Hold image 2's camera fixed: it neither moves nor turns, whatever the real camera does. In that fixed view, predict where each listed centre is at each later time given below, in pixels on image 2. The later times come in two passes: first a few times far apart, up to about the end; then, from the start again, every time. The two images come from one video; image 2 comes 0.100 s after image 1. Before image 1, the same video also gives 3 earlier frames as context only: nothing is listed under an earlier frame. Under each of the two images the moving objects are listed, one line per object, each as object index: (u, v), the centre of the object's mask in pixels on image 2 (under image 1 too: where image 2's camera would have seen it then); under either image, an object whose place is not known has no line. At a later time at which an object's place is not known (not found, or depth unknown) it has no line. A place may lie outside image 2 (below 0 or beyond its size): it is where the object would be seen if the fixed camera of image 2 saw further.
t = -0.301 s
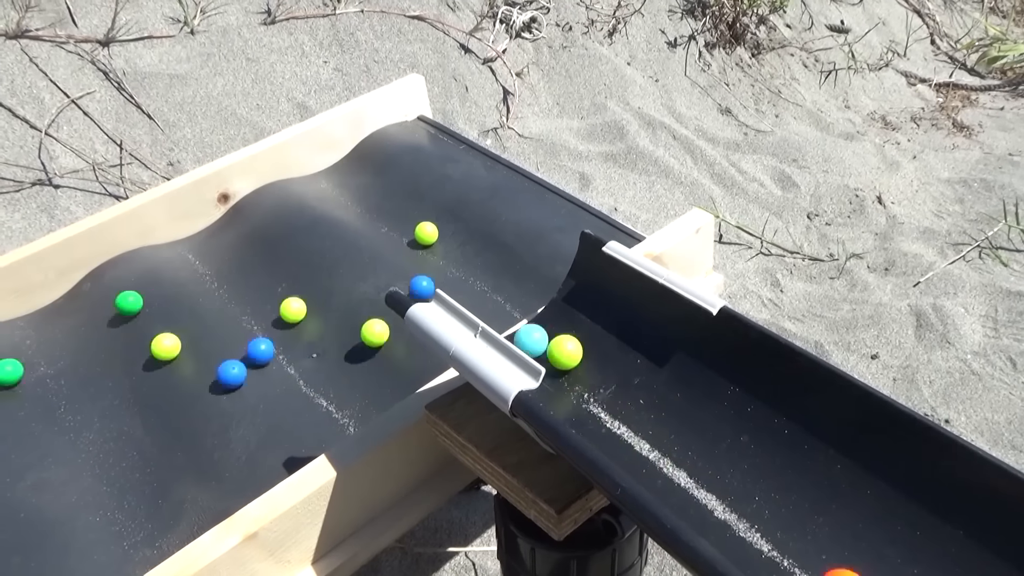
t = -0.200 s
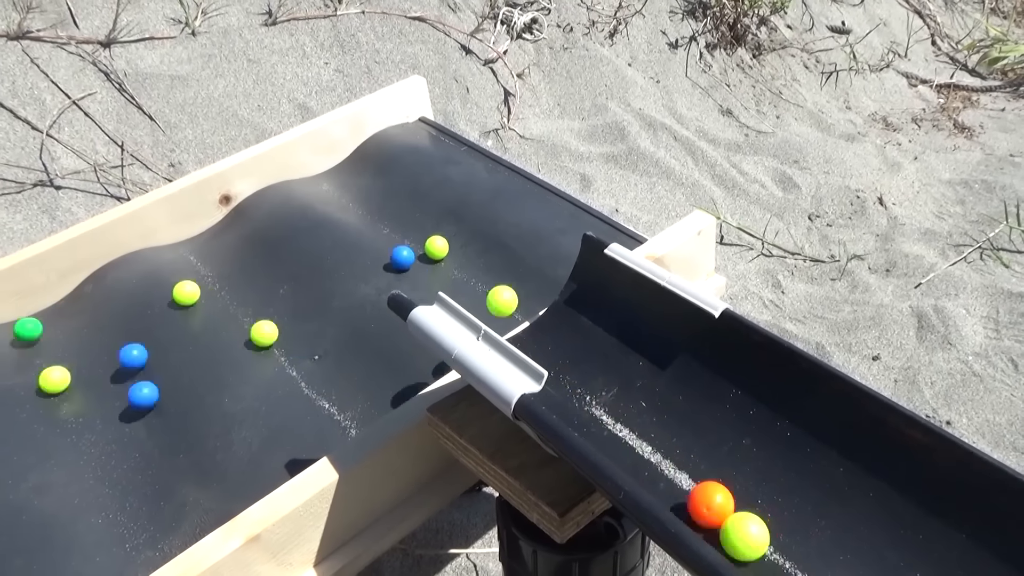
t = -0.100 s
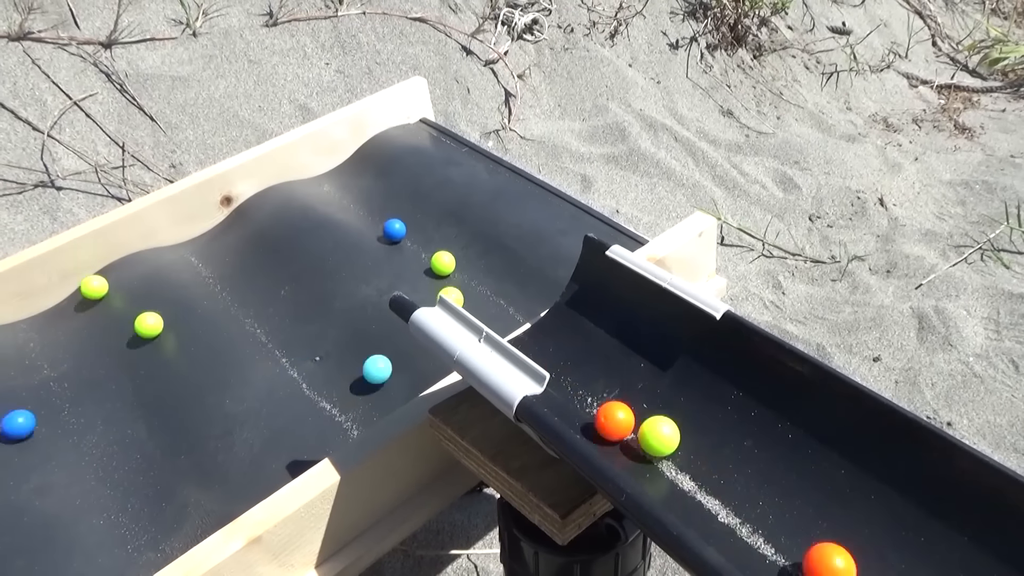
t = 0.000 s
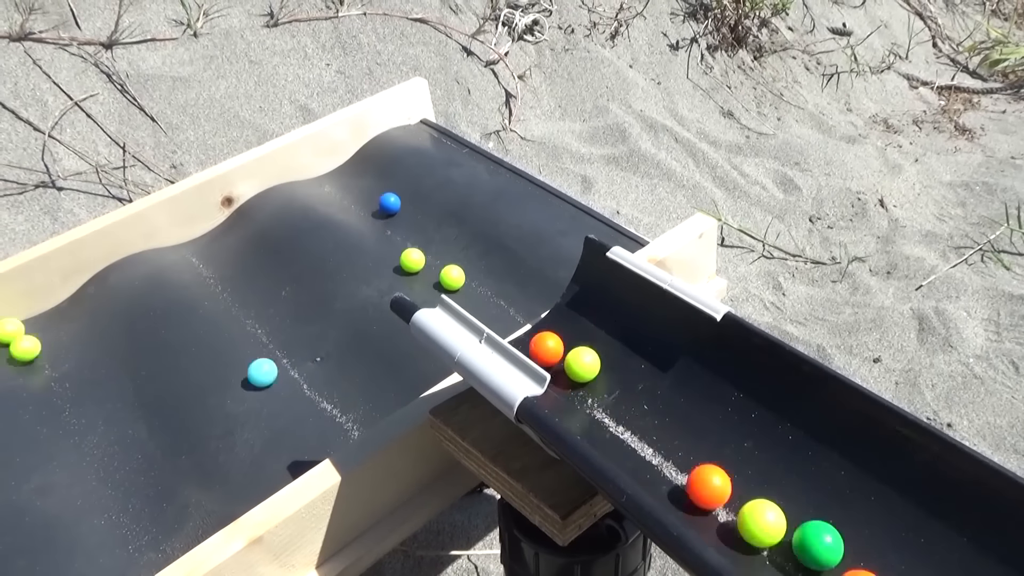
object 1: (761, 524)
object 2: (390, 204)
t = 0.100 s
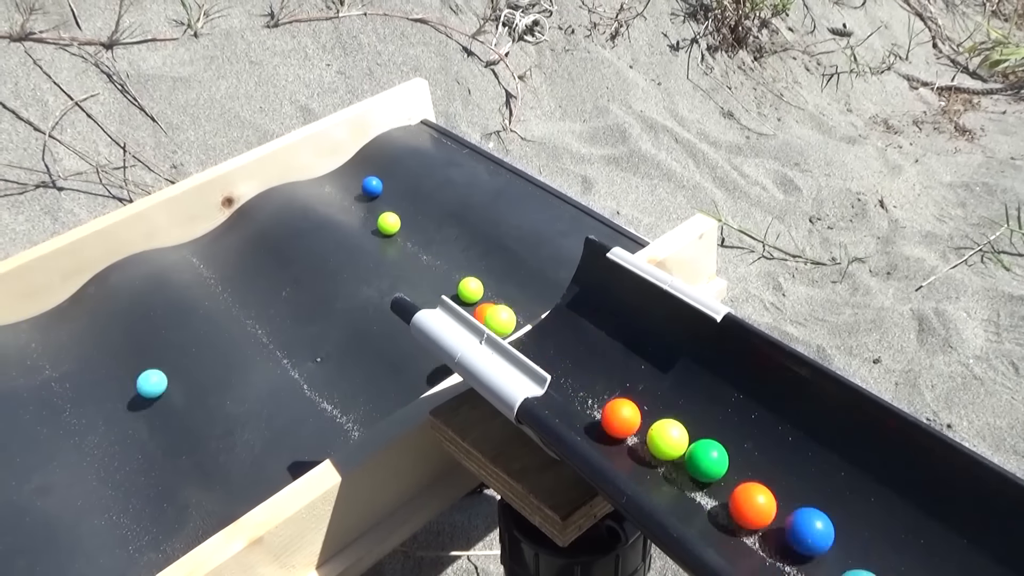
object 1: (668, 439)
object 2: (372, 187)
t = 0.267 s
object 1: (543, 350)
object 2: (319, 177)
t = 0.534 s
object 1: (320, 379)
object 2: (324, 177)
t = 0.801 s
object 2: (343, 182)
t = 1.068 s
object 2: (346, 200)
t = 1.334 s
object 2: (356, 200)
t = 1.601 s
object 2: (365, 200)
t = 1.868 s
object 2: (360, 204)
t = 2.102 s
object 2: (372, 207)
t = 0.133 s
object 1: (642, 417)
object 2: (362, 184)
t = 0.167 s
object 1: (618, 397)
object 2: (352, 182)
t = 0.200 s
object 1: (594, 378)
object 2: (340, 181)
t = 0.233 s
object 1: (568, 363)
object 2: (329, 179)
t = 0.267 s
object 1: (543, 350)
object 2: (319, 177)
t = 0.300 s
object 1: (519, 336)
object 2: (310, 175)
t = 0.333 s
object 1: (497, 323)
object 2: (306, 175)
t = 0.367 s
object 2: (306, 176)
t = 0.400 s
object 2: (307, 177)
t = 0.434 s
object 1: (427, 363)
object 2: (310, 178)
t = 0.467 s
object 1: (396, 366)
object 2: (314, 178)
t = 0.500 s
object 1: (361, 375)
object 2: (319, 178)
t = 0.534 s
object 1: (320, 379)
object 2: (324, 177)
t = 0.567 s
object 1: (279, 376)
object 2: (329, 177)
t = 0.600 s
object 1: (240, 373)
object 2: (335, 177)
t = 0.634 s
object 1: (202, 375)
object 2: (339, 177)
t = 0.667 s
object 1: (163, 382)
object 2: (342, 176)
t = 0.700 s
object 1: (125, 397)
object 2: (344, 177)
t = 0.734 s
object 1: (78, 409)
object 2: (344, 178)
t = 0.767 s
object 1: (26, 412)
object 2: (344, 179)
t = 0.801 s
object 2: (343, 182)
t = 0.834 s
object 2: (342, 184)
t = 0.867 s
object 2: (341, 187)
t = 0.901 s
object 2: (342, 189)
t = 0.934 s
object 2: (343, 192)
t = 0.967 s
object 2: (343, 193)
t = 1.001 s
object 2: (344, 196)
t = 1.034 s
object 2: (345, 198)
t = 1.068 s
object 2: (346, 200)
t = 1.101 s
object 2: (349, 201)
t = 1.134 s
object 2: (352, 203)
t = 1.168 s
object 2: (355, 204)
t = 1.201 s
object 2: (352, 204)
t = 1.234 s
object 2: (350, 204)
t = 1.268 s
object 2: (350, 202)
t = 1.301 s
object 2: (353, 201)
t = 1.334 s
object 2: (356, 200)
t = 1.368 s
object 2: (359, 199)
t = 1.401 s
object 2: (362, 199)
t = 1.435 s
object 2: (364, 199)
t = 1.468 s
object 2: (365, 199)
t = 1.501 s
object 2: (366, 199)
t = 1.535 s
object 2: (366, 199)
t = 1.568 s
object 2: (366, 199)
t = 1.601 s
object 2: (365, 200)
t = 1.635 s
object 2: (364, 200)
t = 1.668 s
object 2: (362, 199)
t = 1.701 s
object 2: (361, 200)
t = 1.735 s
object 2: (361, 201)
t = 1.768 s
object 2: (361, 202)
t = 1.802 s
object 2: (361, 203)
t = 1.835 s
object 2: (361, 203)
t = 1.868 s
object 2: (360, 204)
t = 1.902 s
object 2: (361, 204)
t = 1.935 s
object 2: (362, 205)
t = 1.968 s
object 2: (364, 205)
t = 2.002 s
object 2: (366, 206)
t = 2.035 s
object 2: (368, 206)
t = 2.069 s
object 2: (370, 206)
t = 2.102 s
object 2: (372, 207)
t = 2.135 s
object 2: (373, 206)
